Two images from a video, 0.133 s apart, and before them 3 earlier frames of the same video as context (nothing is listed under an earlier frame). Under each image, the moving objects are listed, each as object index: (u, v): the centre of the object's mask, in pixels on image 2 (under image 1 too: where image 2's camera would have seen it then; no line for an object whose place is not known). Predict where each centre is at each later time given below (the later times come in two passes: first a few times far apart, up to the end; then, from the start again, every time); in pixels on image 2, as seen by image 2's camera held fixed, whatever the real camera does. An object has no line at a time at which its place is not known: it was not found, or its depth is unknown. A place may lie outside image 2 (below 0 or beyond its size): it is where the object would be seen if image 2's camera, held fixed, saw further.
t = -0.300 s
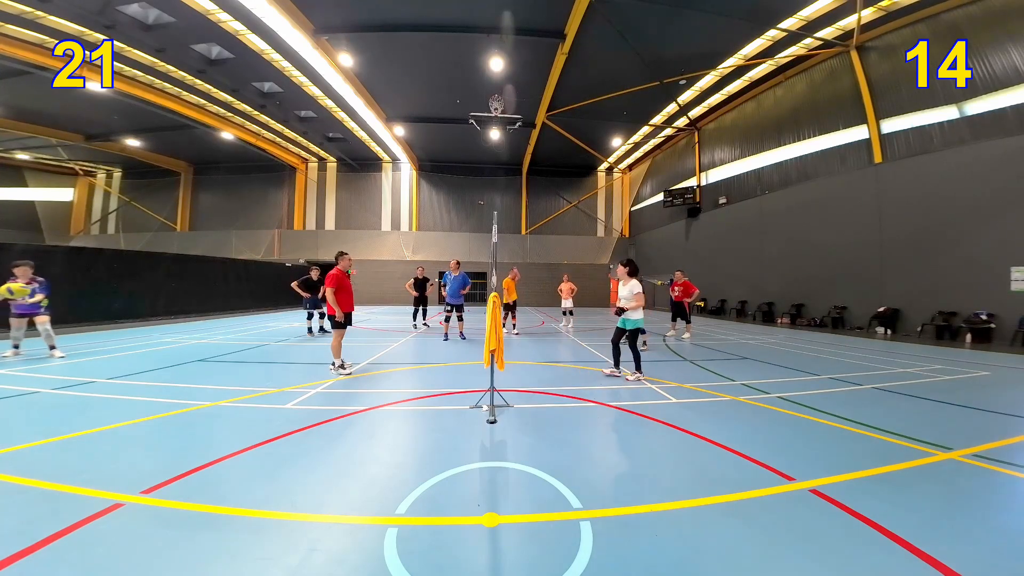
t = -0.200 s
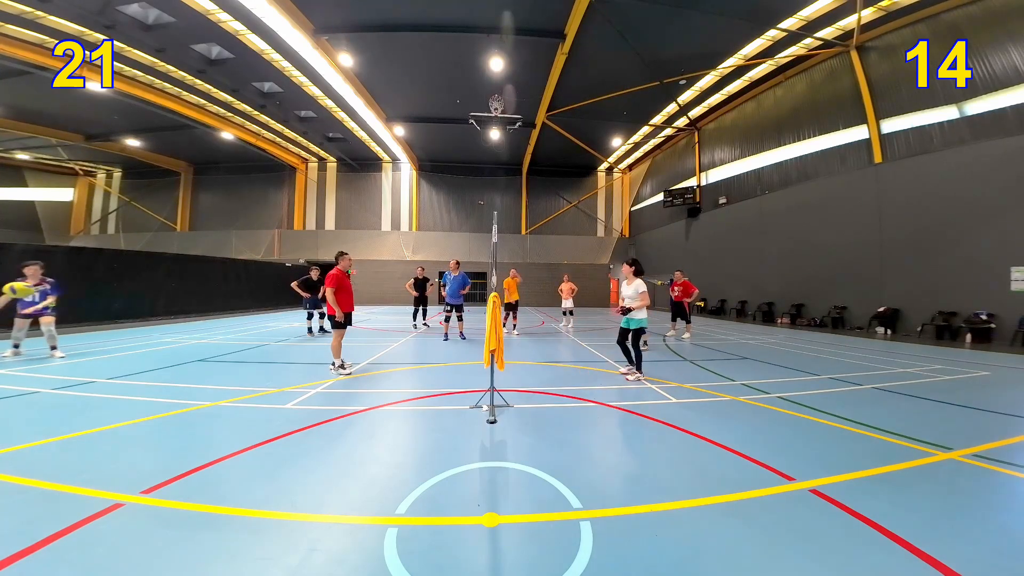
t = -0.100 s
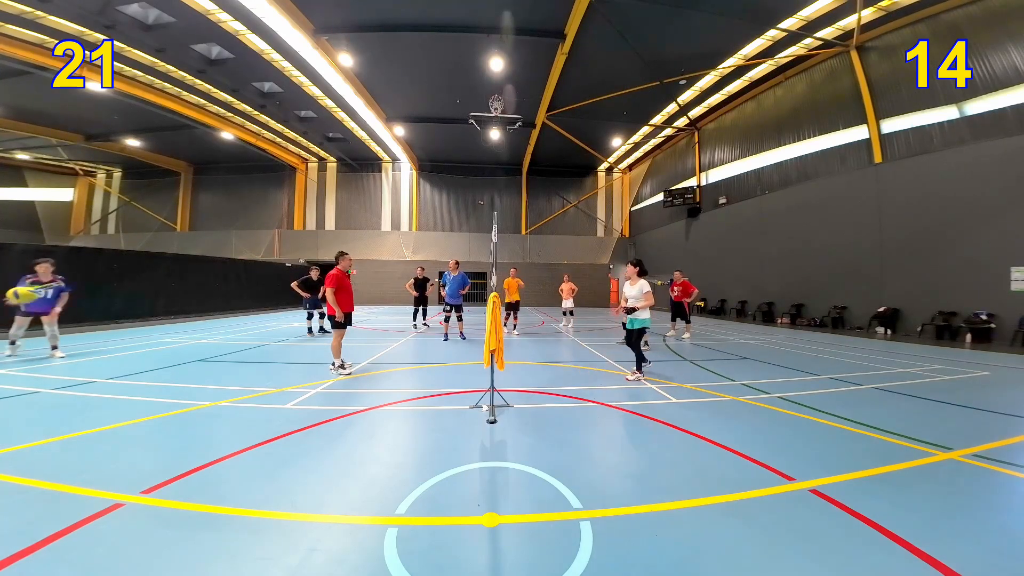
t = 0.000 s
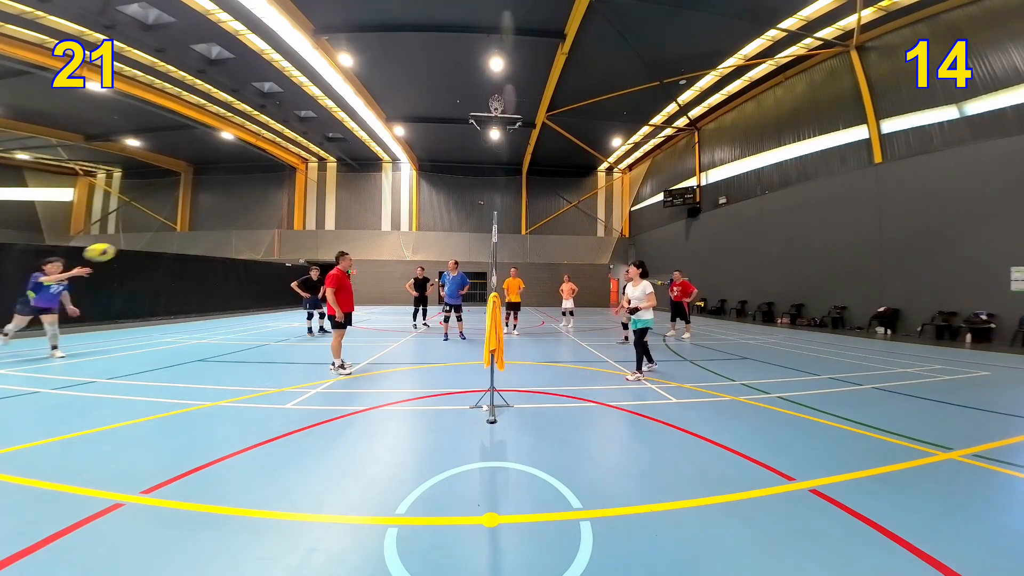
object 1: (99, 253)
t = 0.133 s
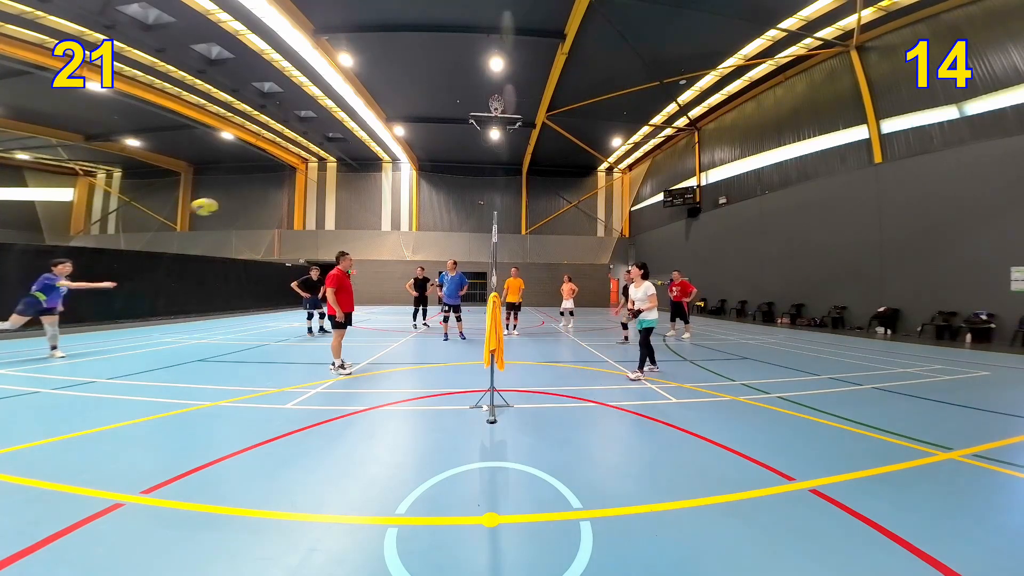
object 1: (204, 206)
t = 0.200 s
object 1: (251, 191)
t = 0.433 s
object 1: (384, 168)
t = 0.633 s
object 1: (466, 178)
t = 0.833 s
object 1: (524, 203)
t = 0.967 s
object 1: (554, 225)
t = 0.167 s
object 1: (228, 198)
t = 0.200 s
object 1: (251, 191)
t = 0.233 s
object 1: (273, 185)
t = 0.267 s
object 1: (293, 180)
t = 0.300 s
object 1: (315, 176)
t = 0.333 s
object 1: (334, 173)
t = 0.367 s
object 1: (351, 171)
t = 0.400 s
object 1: (368, 169)
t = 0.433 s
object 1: (384, 168)
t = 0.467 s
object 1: (399, 168)
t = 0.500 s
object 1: (416, 168)
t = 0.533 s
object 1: (429, 170)
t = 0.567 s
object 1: (442, 172)
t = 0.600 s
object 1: (454, 175)
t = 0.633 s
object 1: (466, 178)
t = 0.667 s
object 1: (477, 181)
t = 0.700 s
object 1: (487, 185)
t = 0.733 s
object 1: (497, 189)
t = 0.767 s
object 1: (507, 193)
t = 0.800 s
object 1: (515, 198)
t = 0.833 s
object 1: (524, 203)
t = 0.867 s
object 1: (532, 208)
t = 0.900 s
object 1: (540, 213)
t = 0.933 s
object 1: (547, 219)
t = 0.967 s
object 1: (554, 225)
